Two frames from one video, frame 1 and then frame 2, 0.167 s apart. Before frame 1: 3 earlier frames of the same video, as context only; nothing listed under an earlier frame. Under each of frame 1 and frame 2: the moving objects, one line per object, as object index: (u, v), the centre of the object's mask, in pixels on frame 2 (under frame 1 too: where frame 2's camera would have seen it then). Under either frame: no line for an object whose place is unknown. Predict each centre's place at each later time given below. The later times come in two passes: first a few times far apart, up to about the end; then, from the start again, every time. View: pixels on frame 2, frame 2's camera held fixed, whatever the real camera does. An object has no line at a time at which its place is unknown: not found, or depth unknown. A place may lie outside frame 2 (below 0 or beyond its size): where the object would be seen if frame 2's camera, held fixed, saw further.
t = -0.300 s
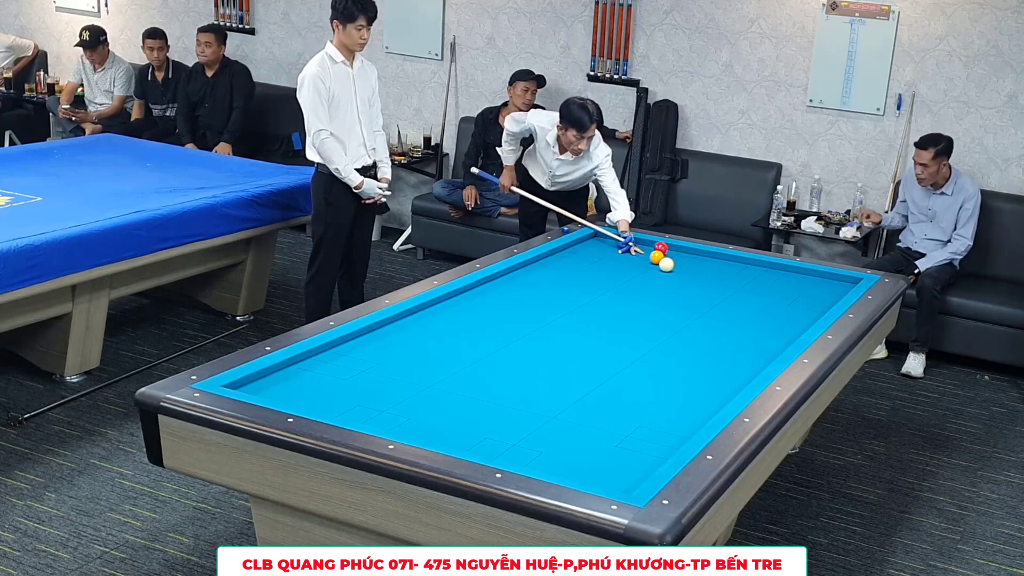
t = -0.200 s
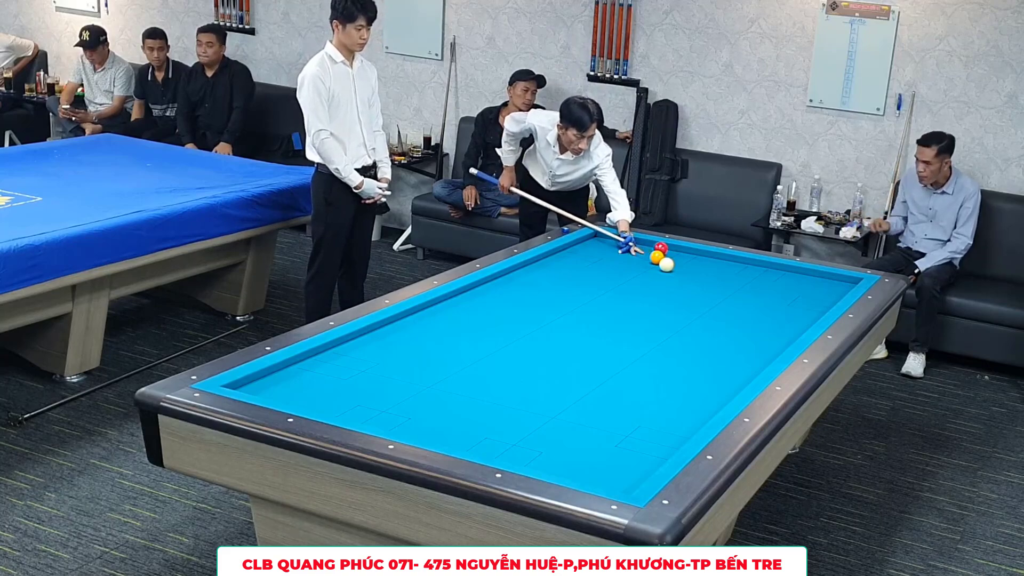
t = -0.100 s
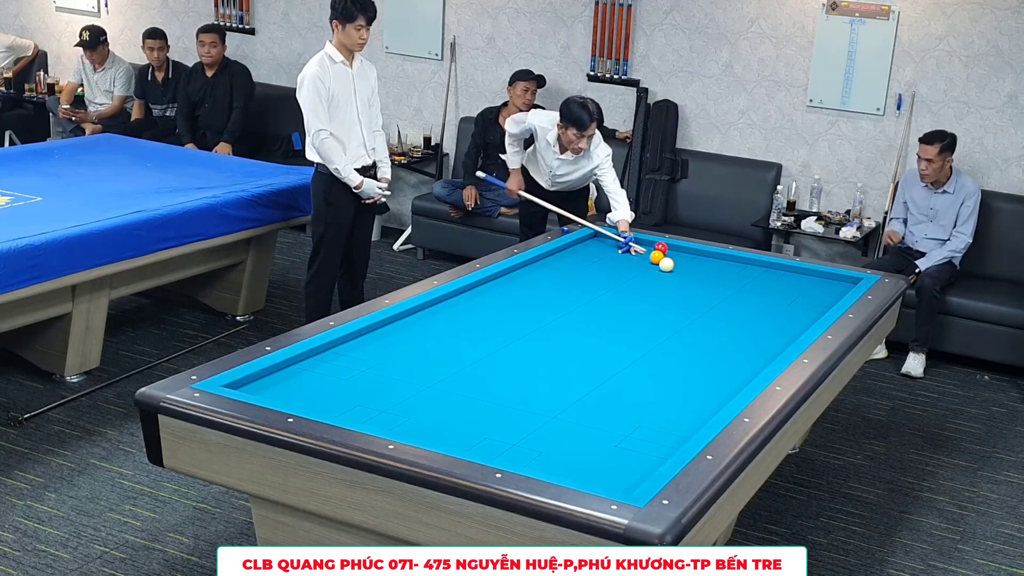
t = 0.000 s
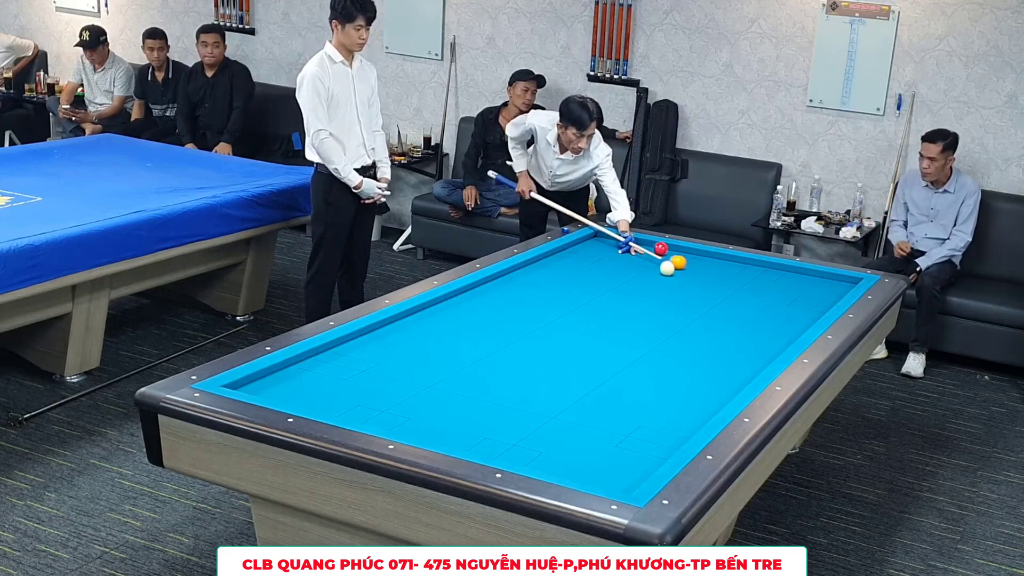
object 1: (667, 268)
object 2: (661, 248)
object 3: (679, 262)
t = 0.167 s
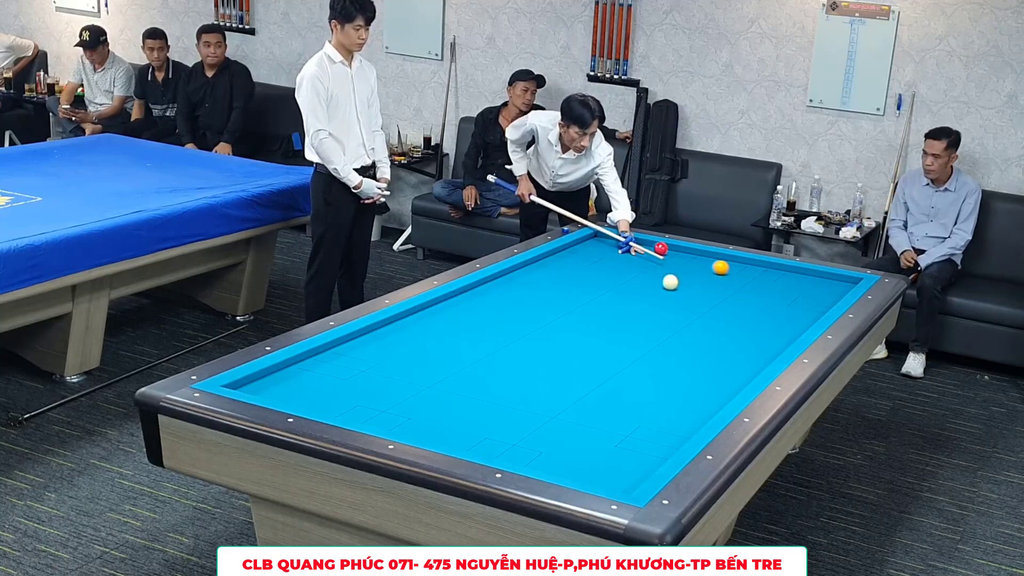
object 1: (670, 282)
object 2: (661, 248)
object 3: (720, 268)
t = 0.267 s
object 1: (672, 290)
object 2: (661, 248)
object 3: (745, 271)
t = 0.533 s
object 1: (677, 310)
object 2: (661, 248)
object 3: (813, 280)
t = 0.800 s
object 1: (682, 333)
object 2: (662, 248)
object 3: (830, 280)
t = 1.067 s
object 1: (688, 358)
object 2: (661, 248)
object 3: (795, 271)
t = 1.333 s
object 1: (695, 386)
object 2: (661, 248)
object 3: (762, 263)
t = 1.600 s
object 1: (702, 417)
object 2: (661, 248)
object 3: (730, 259)
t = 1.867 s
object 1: (658, 435)
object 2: (661, 248)
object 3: (700, 255)
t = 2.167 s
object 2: (655, 247)
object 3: (673, 251)
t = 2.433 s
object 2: (638, 244)
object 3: (665, 250)
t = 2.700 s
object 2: (621, 242)
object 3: (659, 250)
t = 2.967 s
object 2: (605, 239)
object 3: (653, 250)
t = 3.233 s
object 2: (594, 237)
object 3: (648, 249)
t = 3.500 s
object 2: (602, 238)
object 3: (644, 249)
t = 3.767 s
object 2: (610, 240)
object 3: (640, 249)
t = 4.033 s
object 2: (618, 242)
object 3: (637, 249)
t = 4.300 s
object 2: (624, 243)
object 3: (634, 249)
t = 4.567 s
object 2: (630, 241)
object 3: (632, 249)
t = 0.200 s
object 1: (671, 285)
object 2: (661, 248)
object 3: (729, 269)
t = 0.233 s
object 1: (671, 287)
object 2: (661, 248)
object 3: (737, 270)
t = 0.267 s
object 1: (672, 290)
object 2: (661, 248)
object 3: (745, 271)
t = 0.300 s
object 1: (672, 292)
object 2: (661, 248)
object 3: (754, 272)
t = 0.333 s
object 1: (673, 295)
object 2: (661, 248)
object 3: (762, 273)
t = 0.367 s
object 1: (674, 297)
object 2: (661, 248)
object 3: (770, 275)
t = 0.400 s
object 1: (674, 300)
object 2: (661, 248)
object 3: (779, 276)
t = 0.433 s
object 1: (675, 302)
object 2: (661, 248)
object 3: (787, 277)
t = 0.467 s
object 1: (676, 305)
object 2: (661, 248)
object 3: (796, 278)
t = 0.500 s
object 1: (676, 308)
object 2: (661, 248)
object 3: (804, 279)
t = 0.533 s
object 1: (677, 310)
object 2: (661, 248)
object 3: (813, 280)
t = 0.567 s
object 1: (677, 313)
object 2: (661, 248)
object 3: (821, 281)
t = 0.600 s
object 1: (678, 316)
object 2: (661, 248)
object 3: (830, 283)
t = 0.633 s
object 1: (679, 318)
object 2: (661, 248)
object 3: (838, 284)
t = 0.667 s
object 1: (679, 321)
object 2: (661, 247)
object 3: (846, 284)
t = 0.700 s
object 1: (680, 324)
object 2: (661, 247)
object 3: (847, 284)
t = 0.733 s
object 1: (681, 327)
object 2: (661, 247)
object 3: (841, 283)
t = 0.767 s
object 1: (681, 330)
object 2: (662, 247)
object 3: (835, 282)
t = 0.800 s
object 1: (682, 333)
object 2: (662, 248)
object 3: (830, 280)
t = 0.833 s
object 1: (683, 336)
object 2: (661, 249)
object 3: (825, 279)
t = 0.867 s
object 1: (684, 339)
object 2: (661, 249)
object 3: (820, 278)
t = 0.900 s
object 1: (684, 342)
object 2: (661, 249)
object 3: (816, 277)
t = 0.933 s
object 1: (685, 345)
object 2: (661, 248)
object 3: (812, 276)
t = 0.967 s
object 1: (686, 348)
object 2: (661, 248)
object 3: (807, 275)
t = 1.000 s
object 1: (687, 352)
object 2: (661, 248)
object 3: (803, 274)
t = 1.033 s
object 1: (687, 355)
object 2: (661, 248)
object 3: (799, 272)
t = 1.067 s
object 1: (688, 358)
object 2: (661, 248)
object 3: (795, 271)
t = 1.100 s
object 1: (689, 361)
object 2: (661, 248)
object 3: (791, 270)
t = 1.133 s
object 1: (690, 365)
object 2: (661, 248)
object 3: (786, 269)
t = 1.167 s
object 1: (691, 368)
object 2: (661, 248)
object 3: (782, 268)
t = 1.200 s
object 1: (692, 372)
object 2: (661, 248)
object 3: (778, 267)
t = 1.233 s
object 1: (693, 375)
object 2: (661, 248)
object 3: (774, 266)
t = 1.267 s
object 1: (693, 379)
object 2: (661, 248)
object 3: (770, 265)
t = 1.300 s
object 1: (694, 383)
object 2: (661, 248)
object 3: (766, 264)
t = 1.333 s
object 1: (695, 386)
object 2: (661, 248)
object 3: (762, 263)
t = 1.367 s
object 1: (696, 390)
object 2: (661, 248)
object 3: (758, 263)
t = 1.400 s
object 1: (697, 394)
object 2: (661, 248)
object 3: (754, 262)
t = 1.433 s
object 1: (698, 398)
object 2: (661, 248)
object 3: (750, 262)
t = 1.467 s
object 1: (699, 402)
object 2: (661, 248)
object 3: (746, 261)
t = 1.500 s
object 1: (700, 406)
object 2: (661, 248)
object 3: (742, 260)
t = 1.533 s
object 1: (701, 410)
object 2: (661, 248)
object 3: (738, 260)
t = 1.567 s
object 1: (701, 414)
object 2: (661, 248)
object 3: (735, 259)
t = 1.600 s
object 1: (702, 417)
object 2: (661, 248)
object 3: (730, 259)
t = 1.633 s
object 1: (696, 420)
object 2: (661, 248)
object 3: (726, 258)
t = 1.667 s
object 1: (691, 422)
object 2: (661, 248)
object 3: (723, 258)
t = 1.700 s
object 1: (685, 424)
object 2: (661, 248)
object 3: (719, 257)
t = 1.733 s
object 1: (680, 426)
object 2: (661, 248)
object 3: (715, 257)
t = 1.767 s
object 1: (674, 429)
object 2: (661, 248)
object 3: (711, 256)
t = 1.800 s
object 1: (669, 431)
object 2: (661, 248)
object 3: (707, 256)
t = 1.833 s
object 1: (663, 433)
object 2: (661, 248)
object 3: (704, 255)
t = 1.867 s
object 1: (658, 435)
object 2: (661, 248)
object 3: (700, 255)
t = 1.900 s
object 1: (653, 438)
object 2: (661, 248)
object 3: (696, 254)
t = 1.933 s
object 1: (647, 440)
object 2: (661, 248)
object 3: (692, 253)
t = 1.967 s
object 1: (641, 442)
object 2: (661, 248)
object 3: (689, 253)
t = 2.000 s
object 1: (636, 444)
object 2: (661, 248)
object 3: (685, 252)
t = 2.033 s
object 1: (630, 447)
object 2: (661, 248)
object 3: (681, 252)
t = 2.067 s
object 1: (624, 449)
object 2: (661, 248)
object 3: (678, 251)
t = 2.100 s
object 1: (618, 452)
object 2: (660, 248)
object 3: (674, 251)
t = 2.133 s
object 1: (612, 454)
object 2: (658, 248)
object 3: (673, 251)
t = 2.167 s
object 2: (655, 247)
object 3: (673, 251)
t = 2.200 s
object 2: (653, 247)
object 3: (672, 251)
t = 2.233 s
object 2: (651, 247)
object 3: (671, 251)
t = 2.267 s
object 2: (649, 246)
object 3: (670, 251)
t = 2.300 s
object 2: (646, 246)
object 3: (669, 251)
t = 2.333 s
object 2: (644, 245)
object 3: (668, 250)
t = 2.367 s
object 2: (642, 245)
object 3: (667, 250)
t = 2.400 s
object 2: (640, 245)
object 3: (666, 250)
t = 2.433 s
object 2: (638, 244)
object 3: (665, 250)
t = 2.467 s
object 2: (636, 244)
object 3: (664, 250)
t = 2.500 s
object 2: (633, 244)
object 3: (664, 250)
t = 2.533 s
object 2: (631, 243)
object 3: (663, 250)
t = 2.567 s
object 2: (629, 243)
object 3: (662, 250)
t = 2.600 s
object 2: (627, 242)
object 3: (661, 250)
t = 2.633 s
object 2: (625, 242)
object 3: (661, 250)
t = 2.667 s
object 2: (623, 242)
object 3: (660, 250)
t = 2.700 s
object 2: (621, 242)
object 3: (659, 250)
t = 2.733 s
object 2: (619, 241)
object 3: (658, 250)
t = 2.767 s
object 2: (617, 241)
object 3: (657, 250)
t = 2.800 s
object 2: (615, 240)
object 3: (657, 250)
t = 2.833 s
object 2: (613, 240)
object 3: (656, 250)
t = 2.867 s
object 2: (611, 240)
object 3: (655, 250)
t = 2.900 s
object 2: (609, 240)
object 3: (655, 249)
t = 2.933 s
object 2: (607, 239)
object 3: (654, 250)
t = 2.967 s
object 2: (605, 239)
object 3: (653, 250)
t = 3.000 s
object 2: (603, 239)
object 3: (653, 250)
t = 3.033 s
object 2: (601, 238)
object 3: (652, 249)
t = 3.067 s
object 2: (599, 238)
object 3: (651, 250)
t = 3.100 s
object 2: (597, 237)
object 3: (651, 250)
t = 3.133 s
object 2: (595, 237)
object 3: (650, 250)
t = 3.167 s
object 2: (593, 237)
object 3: (649, 250)
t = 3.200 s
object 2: (593, 237)
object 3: (649, 249)
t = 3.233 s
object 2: (594, 237)
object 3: (648, 249)
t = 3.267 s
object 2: (595, 237)
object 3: (647, 249)
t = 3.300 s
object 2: (596, 237)
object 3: (647, 249)
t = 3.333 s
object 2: (597, 237)
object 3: (646, 249)
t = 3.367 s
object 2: (598, 237)
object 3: (646, 249)
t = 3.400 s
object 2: (599, 238)
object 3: (645, 249)
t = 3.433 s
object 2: (600, 238)
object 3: (645, 249)
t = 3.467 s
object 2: (601, 238)
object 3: (644, 249)
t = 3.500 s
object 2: (602, 238)
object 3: (644, 249)
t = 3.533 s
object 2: (603, 239)
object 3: (643, 249)
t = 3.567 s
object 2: (604, 239)
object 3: (643, 249)
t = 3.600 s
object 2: (605, 239)
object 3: (642, 249)
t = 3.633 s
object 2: (606, 239)
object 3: (642, 249)
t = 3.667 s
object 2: (607, 239)
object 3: (641, 249)
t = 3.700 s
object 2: (608, 240)
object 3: (641, 249)
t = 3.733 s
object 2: (609, 240)
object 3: (640, 249)
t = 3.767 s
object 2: (610, 240)
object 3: (640, 249)
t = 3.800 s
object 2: (611, 240)
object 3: (639, 249)
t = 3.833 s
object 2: (612, 241)
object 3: (639, 249)
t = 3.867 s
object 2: (613, 241)
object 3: (639, 249)
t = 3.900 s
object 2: (614, 241)
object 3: (638, 249)
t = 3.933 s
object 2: (615, 241)
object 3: (638, 249)
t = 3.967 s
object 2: (616, 241)
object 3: (637, 249)
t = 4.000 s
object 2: (617, 241)
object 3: (637, 249)
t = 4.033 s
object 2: (618, 242)
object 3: (637, 249)
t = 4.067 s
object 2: (618, 242)
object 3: (636, 249)
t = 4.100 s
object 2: (619, 242)
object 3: (636, 249)
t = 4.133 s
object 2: (620, 242)
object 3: (636, 249)
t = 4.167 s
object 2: (621, 243)
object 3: (635, 249)
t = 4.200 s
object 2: (622, 242)
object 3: (635, 249)
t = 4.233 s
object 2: (623, 243)
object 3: (635, 249)
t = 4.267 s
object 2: (623, 243)
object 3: (634, 249)
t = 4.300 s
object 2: (624, 243)
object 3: (634, 249)
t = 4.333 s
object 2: (624, 243)
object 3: (634, 249)
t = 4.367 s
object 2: (625, 243)
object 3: (634, 249)
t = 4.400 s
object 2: (625, 242)
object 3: (633, 249)
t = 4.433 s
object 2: (626, 242)
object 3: (633, 249)
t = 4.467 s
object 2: (627, 242)
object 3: (633, 249)
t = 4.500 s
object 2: (628, 242)
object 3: (633, 249)
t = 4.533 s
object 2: (629, 242)
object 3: (632, 249)
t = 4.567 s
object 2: (630, 241)
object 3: (632, 249)
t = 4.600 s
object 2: (632, 241)
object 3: (632, 249)
